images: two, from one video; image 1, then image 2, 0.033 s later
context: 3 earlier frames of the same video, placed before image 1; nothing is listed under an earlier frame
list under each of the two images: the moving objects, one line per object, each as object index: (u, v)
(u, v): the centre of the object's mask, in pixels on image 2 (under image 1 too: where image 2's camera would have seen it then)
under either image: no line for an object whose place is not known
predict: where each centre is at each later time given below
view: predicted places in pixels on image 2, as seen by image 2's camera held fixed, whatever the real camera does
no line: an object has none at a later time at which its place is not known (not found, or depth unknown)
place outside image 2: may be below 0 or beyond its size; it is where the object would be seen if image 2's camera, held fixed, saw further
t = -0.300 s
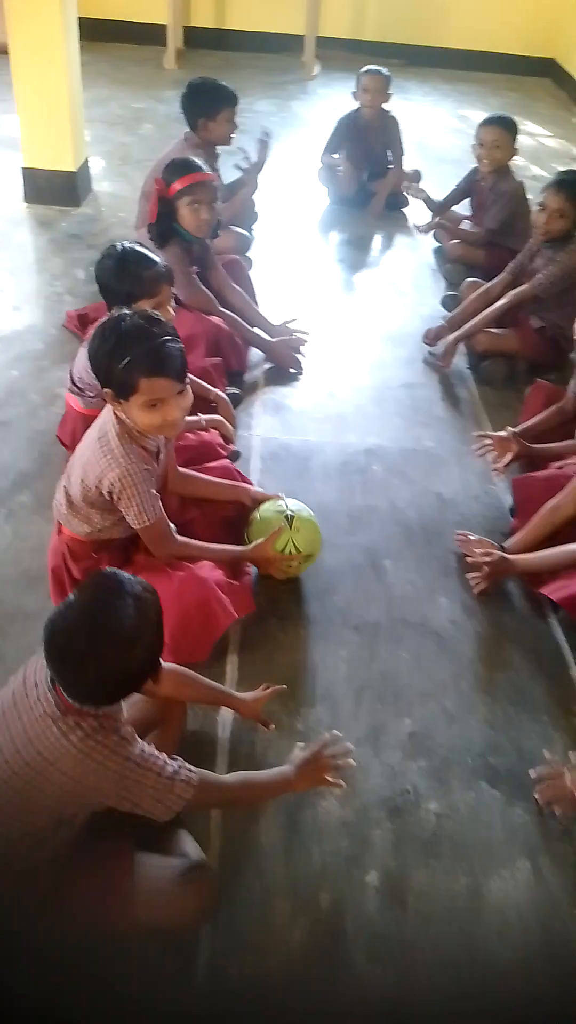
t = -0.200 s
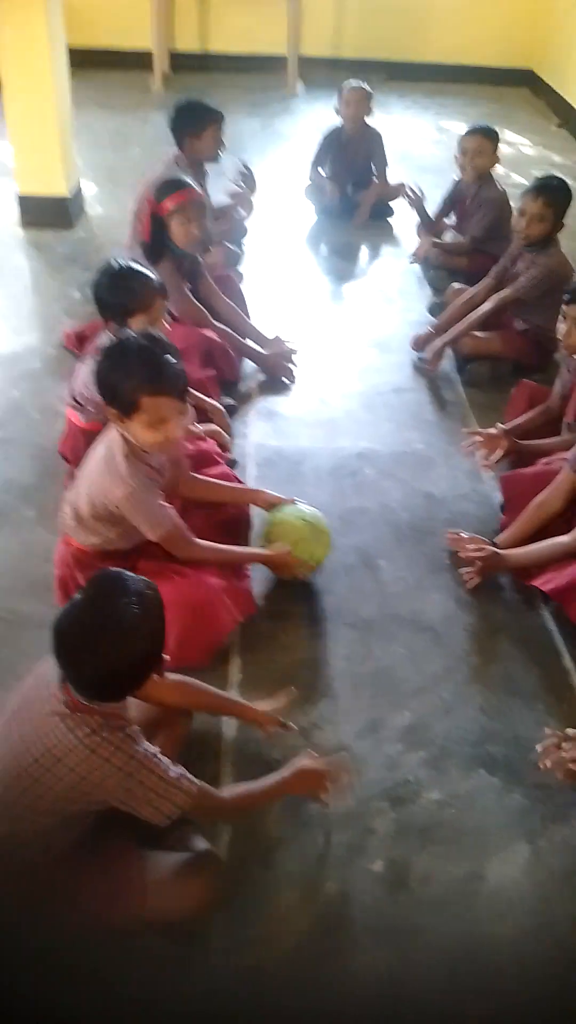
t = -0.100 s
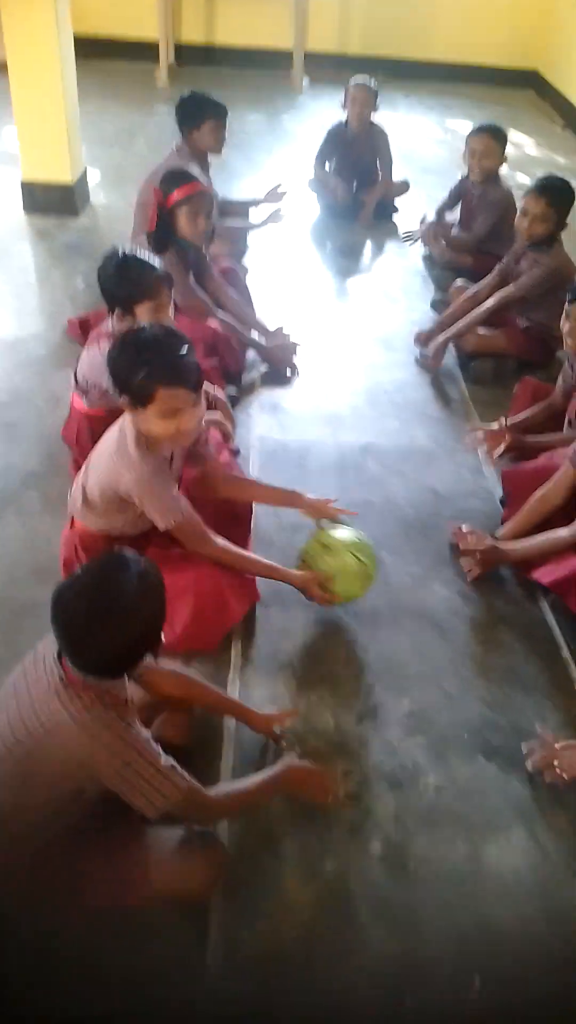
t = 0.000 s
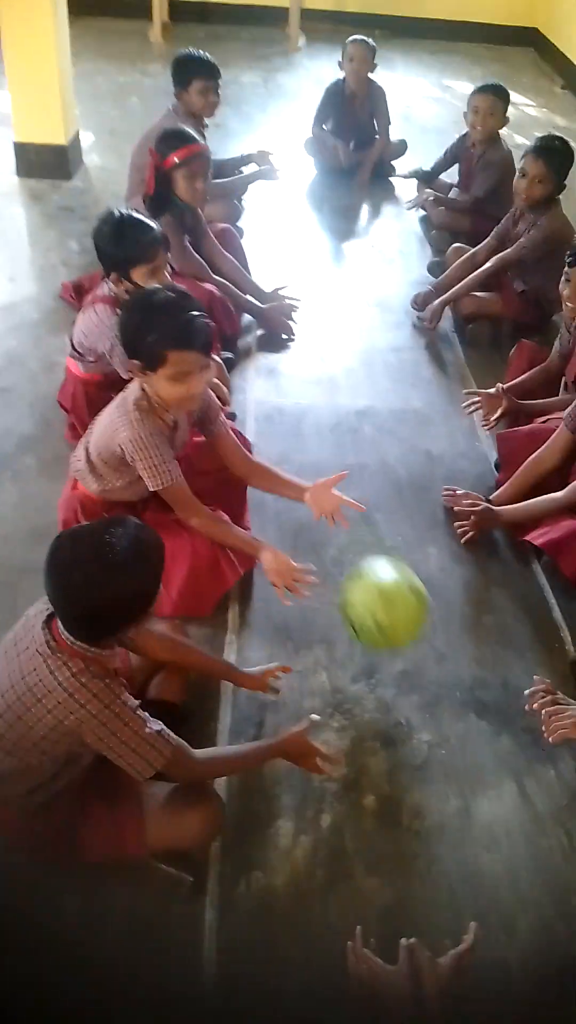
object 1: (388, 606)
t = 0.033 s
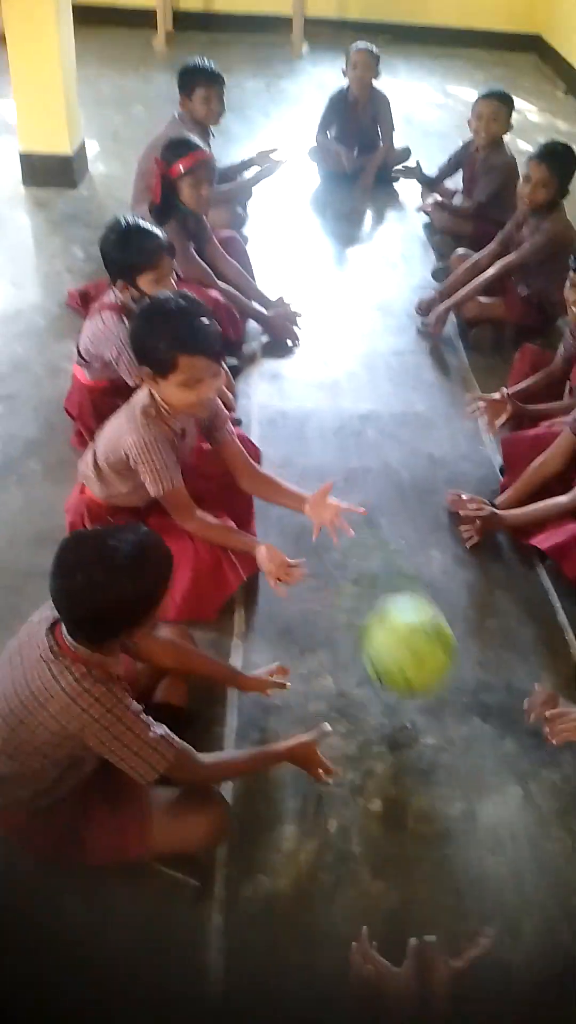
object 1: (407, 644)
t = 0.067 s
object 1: (427, 689)
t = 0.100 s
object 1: (446, 741)
